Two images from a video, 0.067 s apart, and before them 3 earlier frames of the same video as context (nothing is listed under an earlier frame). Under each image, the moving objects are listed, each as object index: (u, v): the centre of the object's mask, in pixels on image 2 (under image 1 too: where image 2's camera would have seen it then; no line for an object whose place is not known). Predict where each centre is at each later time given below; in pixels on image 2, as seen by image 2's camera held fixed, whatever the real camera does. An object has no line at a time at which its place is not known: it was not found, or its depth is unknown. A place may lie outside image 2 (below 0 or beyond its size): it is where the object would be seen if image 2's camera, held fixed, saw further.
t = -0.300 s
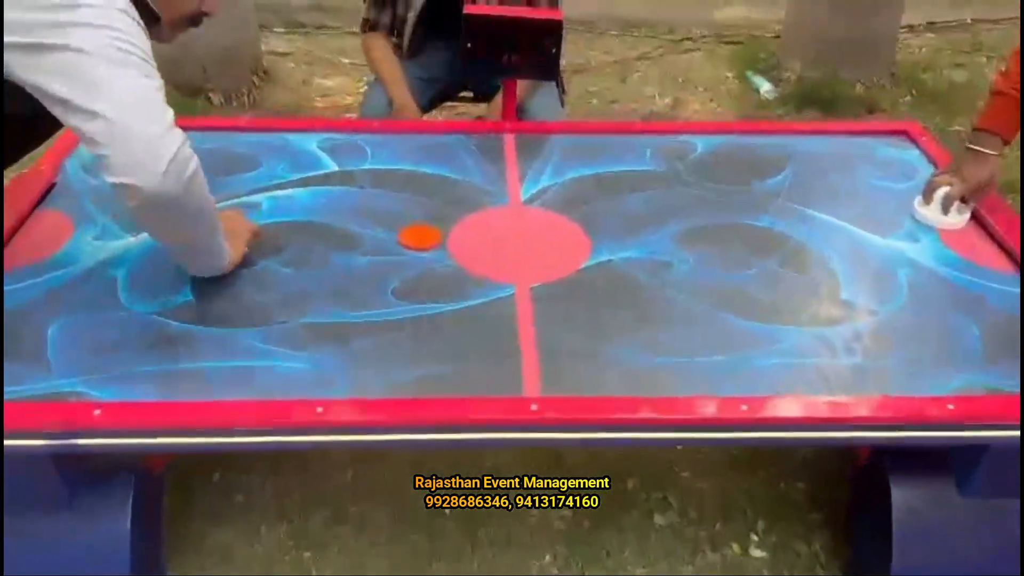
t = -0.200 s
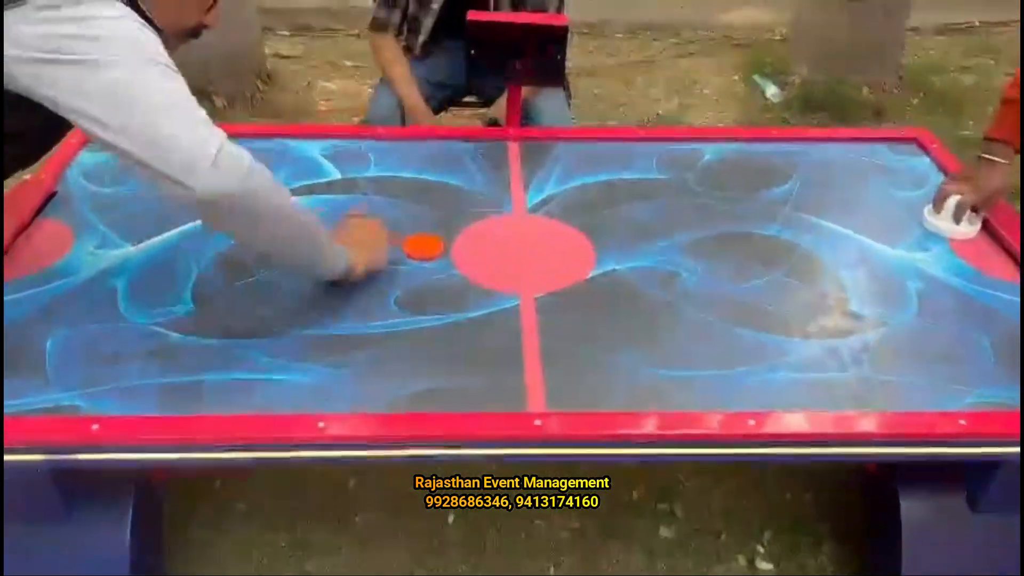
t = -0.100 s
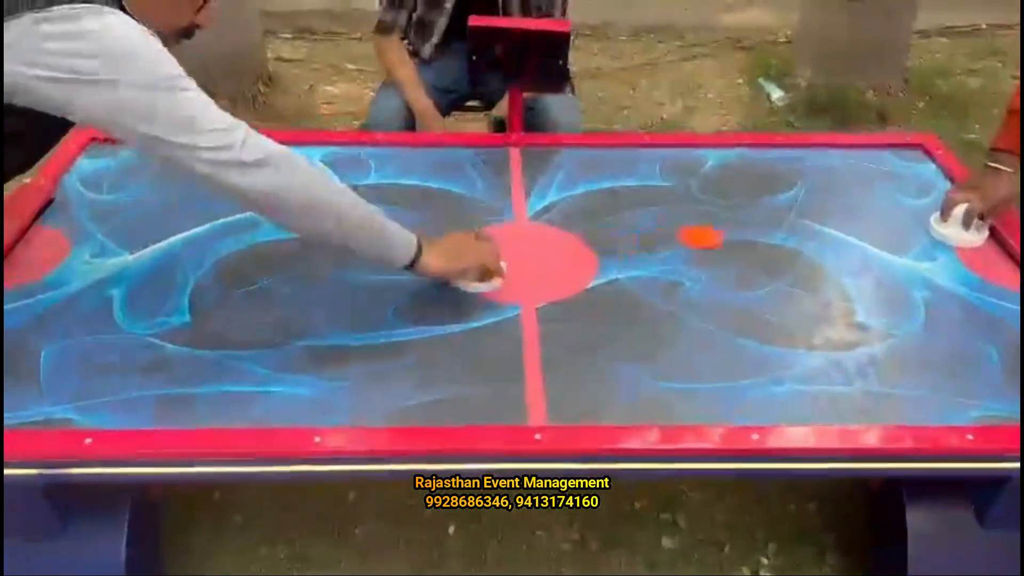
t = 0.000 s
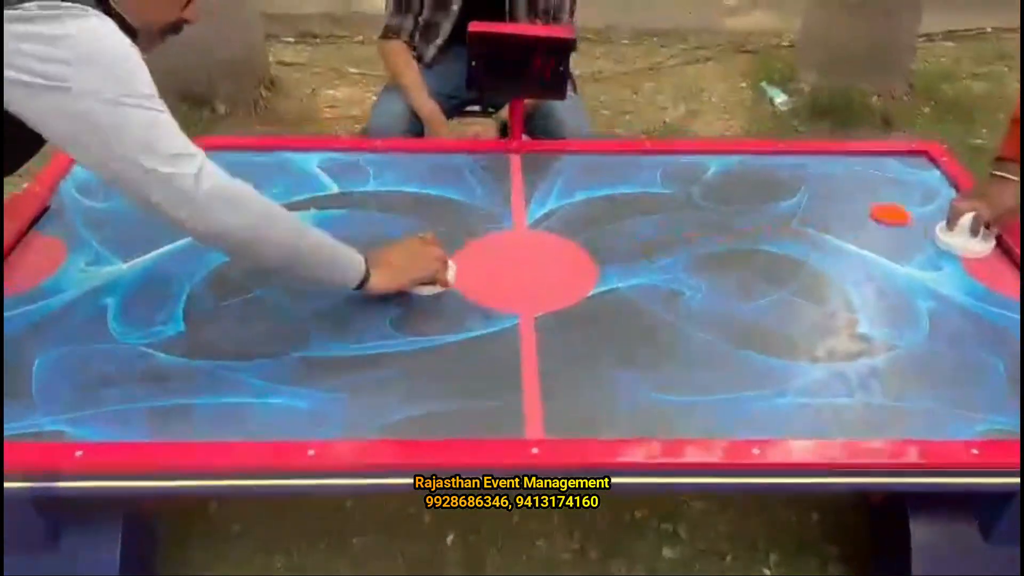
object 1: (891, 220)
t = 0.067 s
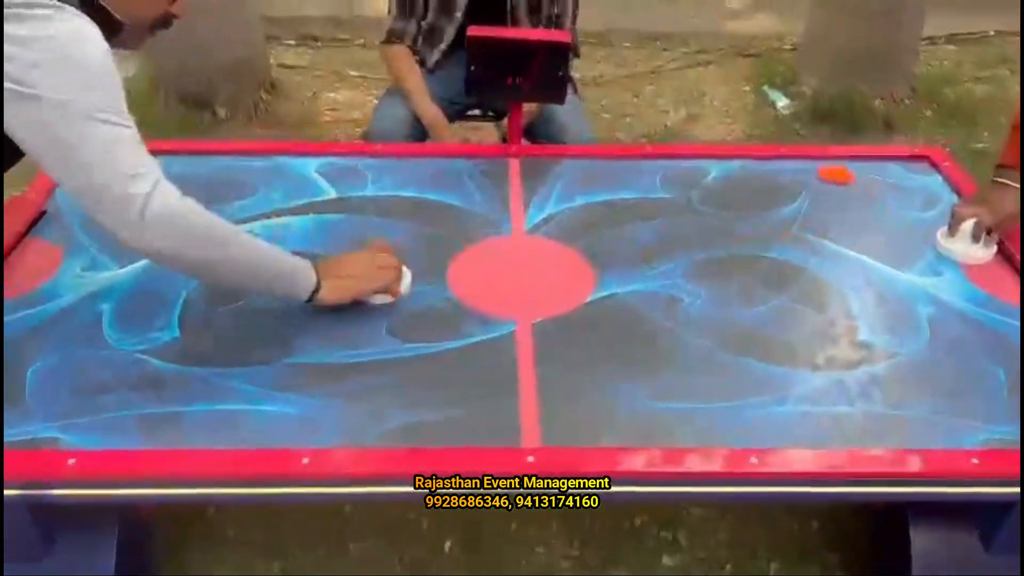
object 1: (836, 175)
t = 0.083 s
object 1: (827, 170)
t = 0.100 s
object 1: (830, 179)
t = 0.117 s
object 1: (834, 189)
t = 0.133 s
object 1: (838, 198)
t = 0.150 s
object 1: (842, 208)
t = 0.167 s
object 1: (847, 218)
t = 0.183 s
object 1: (851, 229)
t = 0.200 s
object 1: (857, 240)
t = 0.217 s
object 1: (860, 252)
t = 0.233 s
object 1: (866, 264)
